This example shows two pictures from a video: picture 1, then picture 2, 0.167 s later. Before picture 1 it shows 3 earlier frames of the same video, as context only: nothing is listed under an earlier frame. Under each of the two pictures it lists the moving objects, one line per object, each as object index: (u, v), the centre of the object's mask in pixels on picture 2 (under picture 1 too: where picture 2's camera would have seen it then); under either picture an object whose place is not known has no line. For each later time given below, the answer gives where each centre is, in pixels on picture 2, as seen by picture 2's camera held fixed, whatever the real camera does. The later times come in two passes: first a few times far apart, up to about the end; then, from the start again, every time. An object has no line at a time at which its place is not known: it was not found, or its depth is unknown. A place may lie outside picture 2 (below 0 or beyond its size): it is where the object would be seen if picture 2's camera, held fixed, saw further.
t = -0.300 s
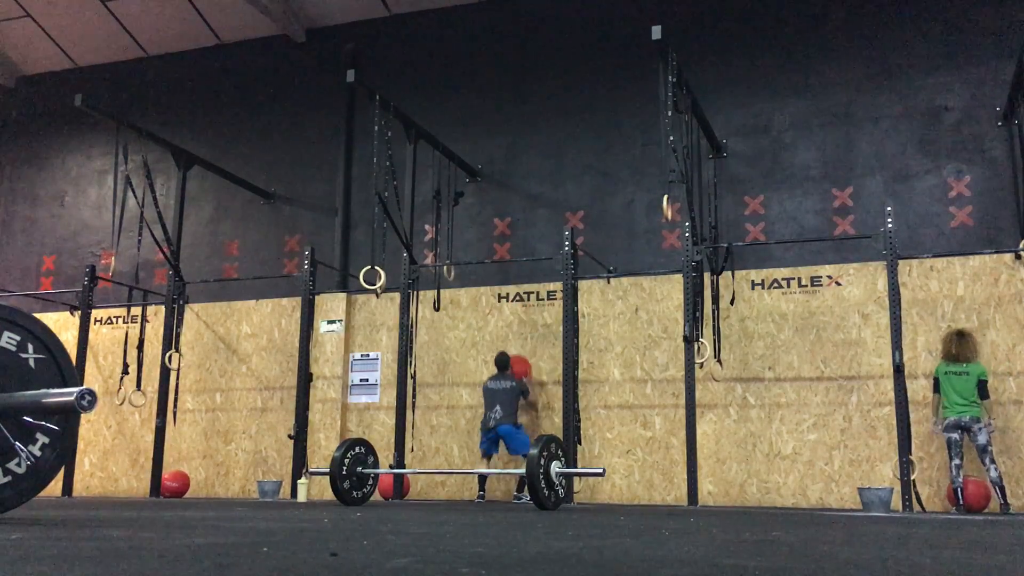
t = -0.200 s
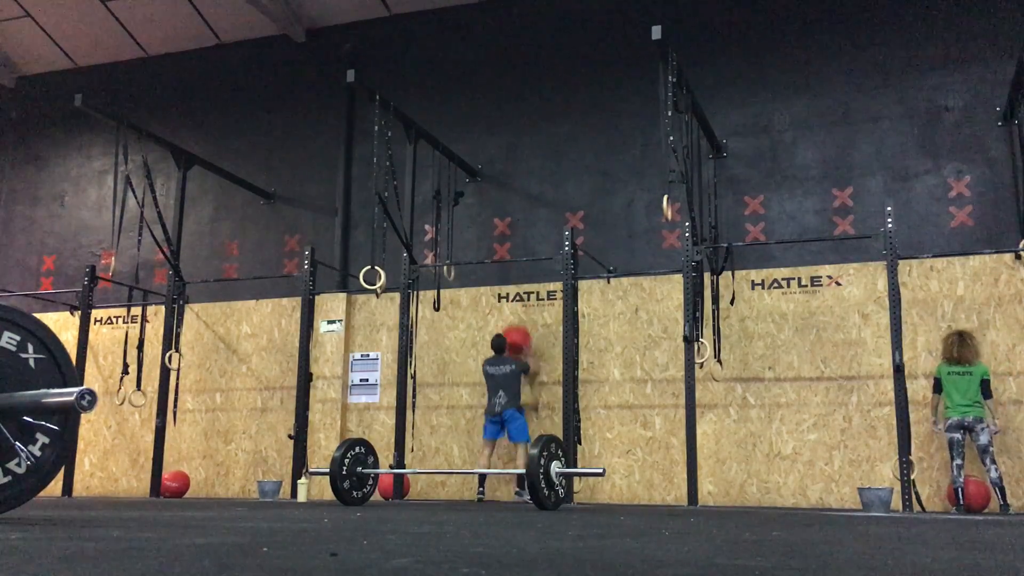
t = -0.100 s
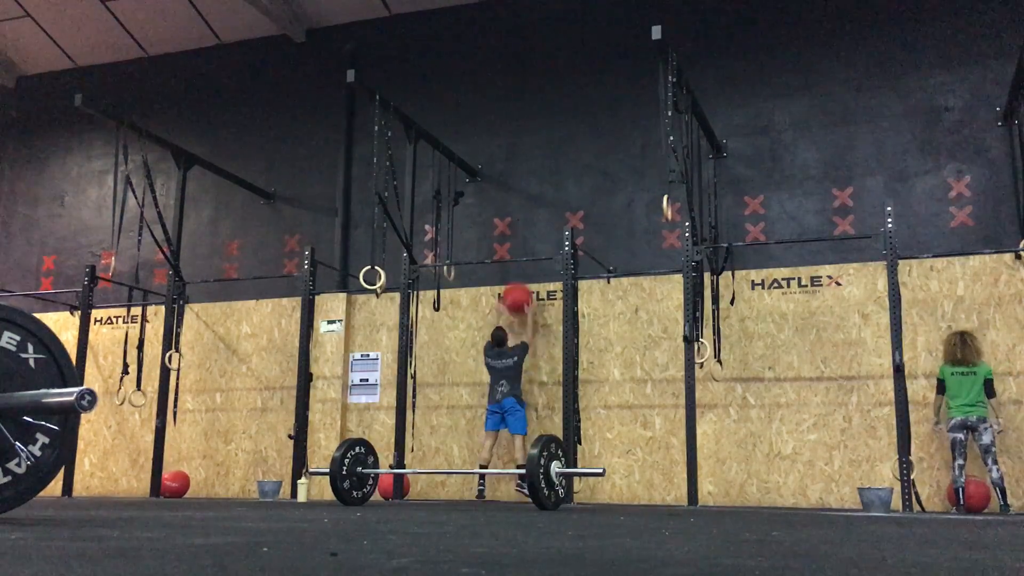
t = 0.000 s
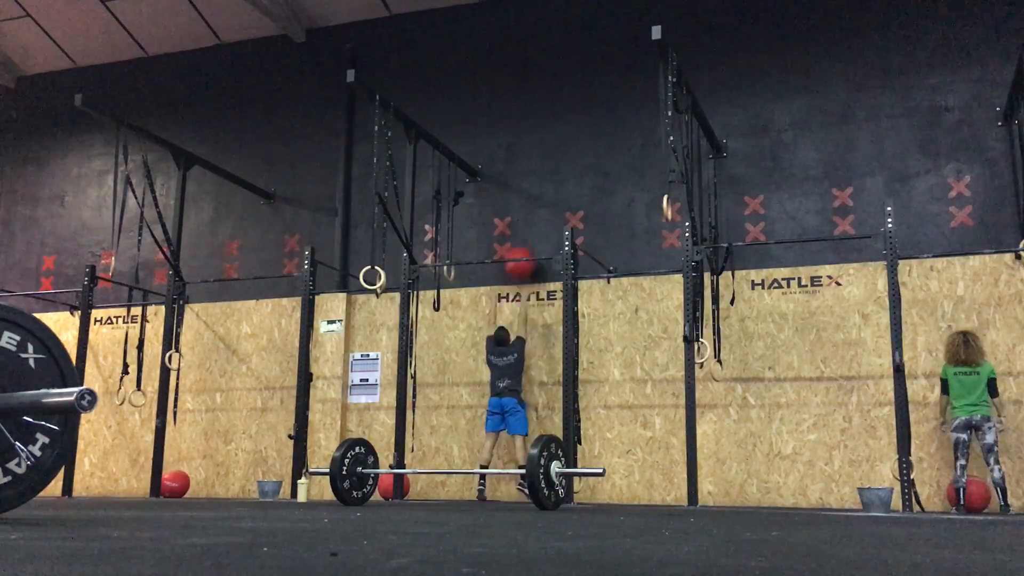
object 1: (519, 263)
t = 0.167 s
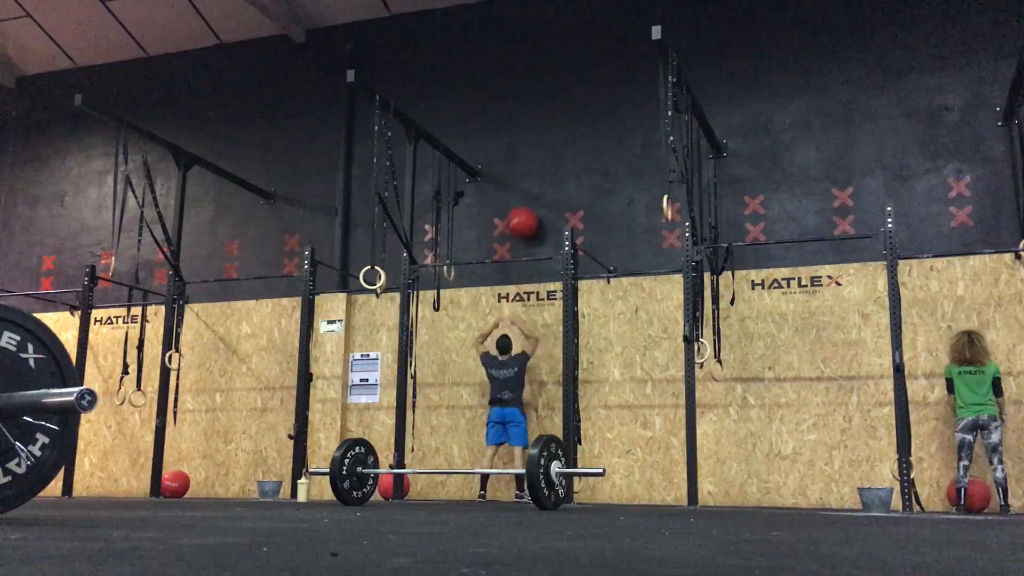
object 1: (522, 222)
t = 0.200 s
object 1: (523, 216)
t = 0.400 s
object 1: (523, 206)
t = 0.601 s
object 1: (519, 226)
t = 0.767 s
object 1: (517, 272)
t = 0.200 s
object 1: (523, 216)
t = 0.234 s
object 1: (524, 213)
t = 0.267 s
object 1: (524, 210)
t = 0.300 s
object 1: (523, 208)
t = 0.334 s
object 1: (523, 207)
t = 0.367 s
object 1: (523, 205)
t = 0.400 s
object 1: (523, 206)
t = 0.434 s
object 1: (522, 206)
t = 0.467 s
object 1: (522, 208)
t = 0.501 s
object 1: (521, 211)
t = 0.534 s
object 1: (521, 214)
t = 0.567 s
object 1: (520, 219)
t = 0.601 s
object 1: (519, 226)
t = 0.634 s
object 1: (519, 231)
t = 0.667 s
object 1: (518, 240)
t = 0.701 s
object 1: (518, 246)
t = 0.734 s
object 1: (517, 259)
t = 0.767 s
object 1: (517, 272)
